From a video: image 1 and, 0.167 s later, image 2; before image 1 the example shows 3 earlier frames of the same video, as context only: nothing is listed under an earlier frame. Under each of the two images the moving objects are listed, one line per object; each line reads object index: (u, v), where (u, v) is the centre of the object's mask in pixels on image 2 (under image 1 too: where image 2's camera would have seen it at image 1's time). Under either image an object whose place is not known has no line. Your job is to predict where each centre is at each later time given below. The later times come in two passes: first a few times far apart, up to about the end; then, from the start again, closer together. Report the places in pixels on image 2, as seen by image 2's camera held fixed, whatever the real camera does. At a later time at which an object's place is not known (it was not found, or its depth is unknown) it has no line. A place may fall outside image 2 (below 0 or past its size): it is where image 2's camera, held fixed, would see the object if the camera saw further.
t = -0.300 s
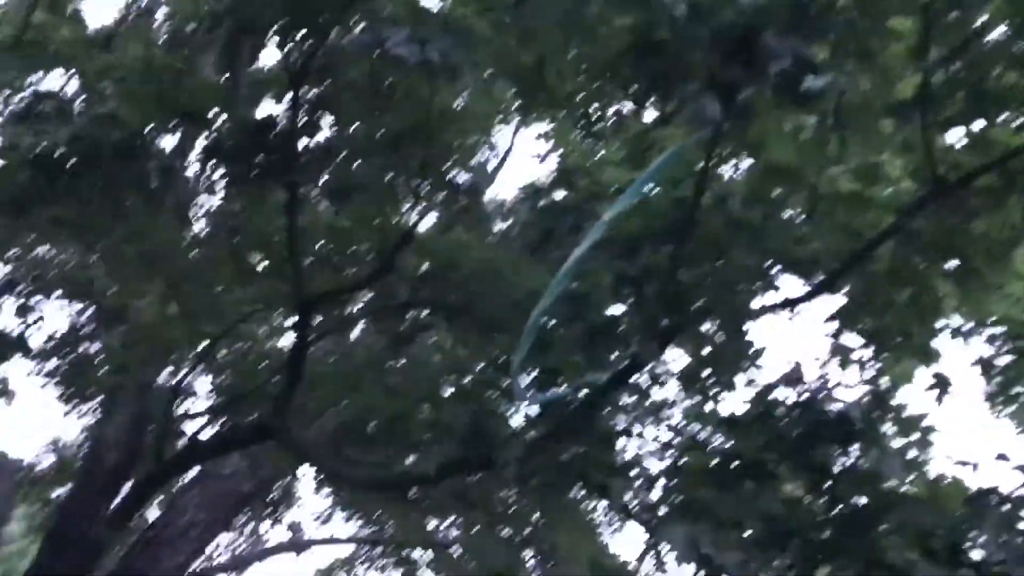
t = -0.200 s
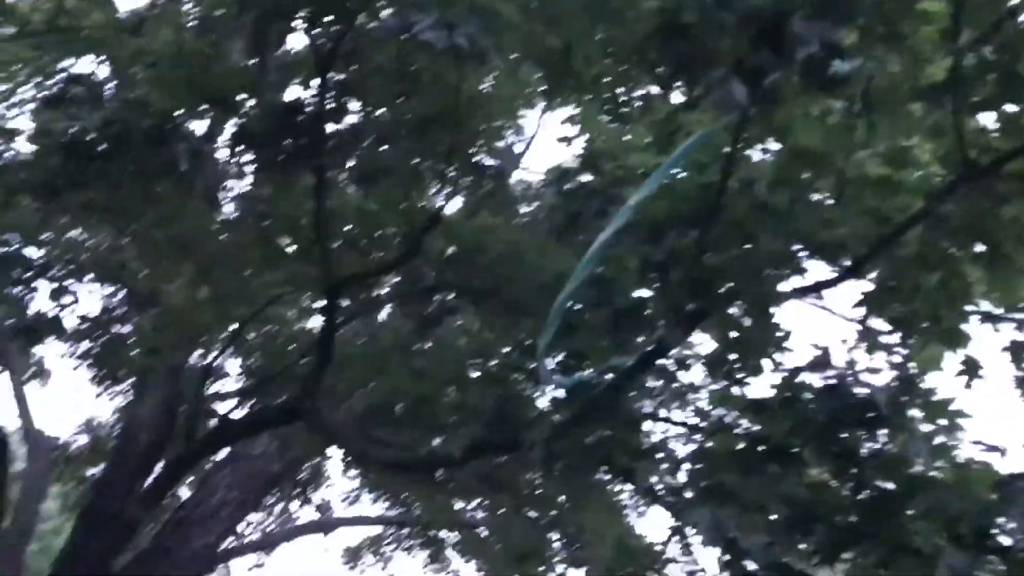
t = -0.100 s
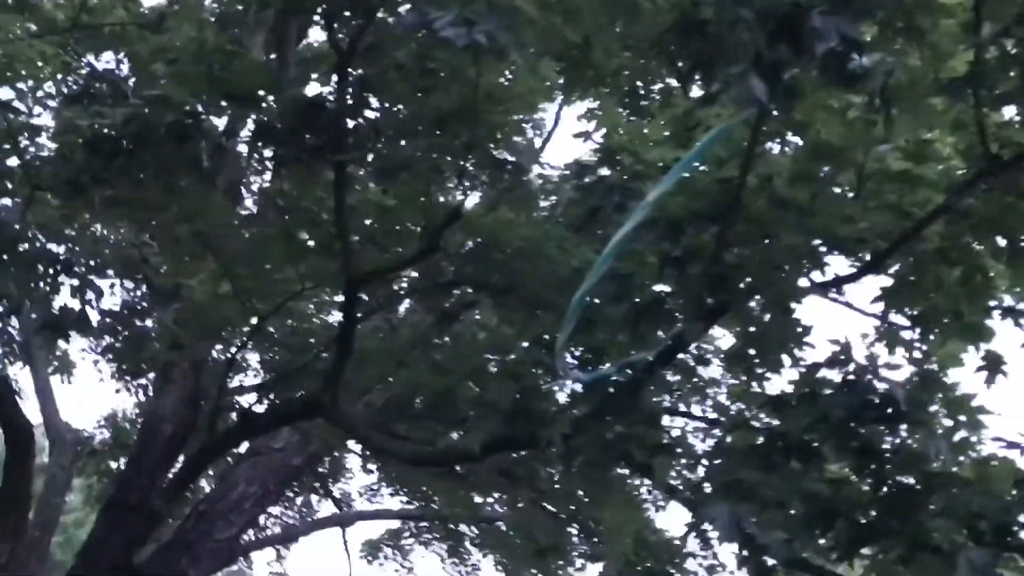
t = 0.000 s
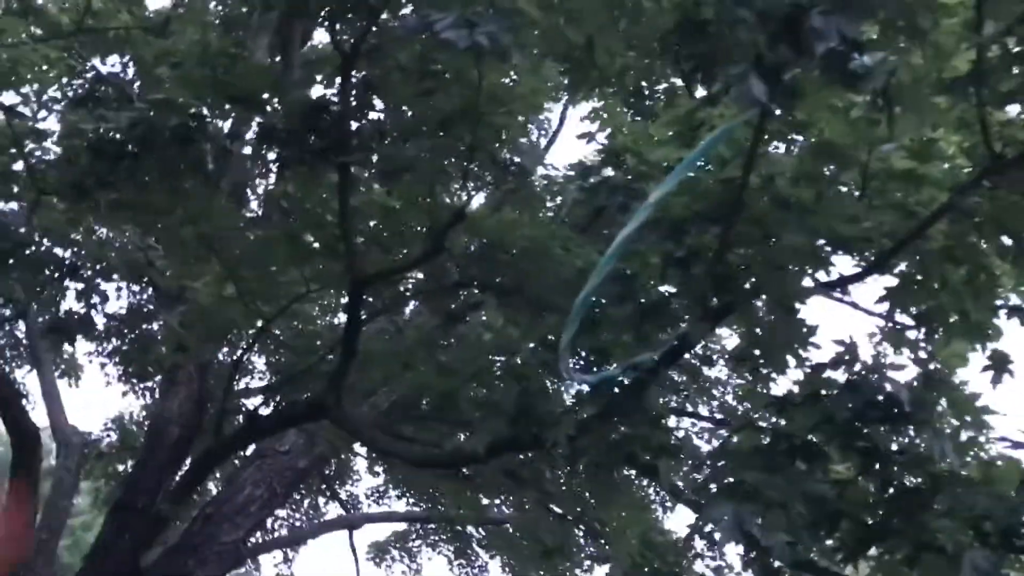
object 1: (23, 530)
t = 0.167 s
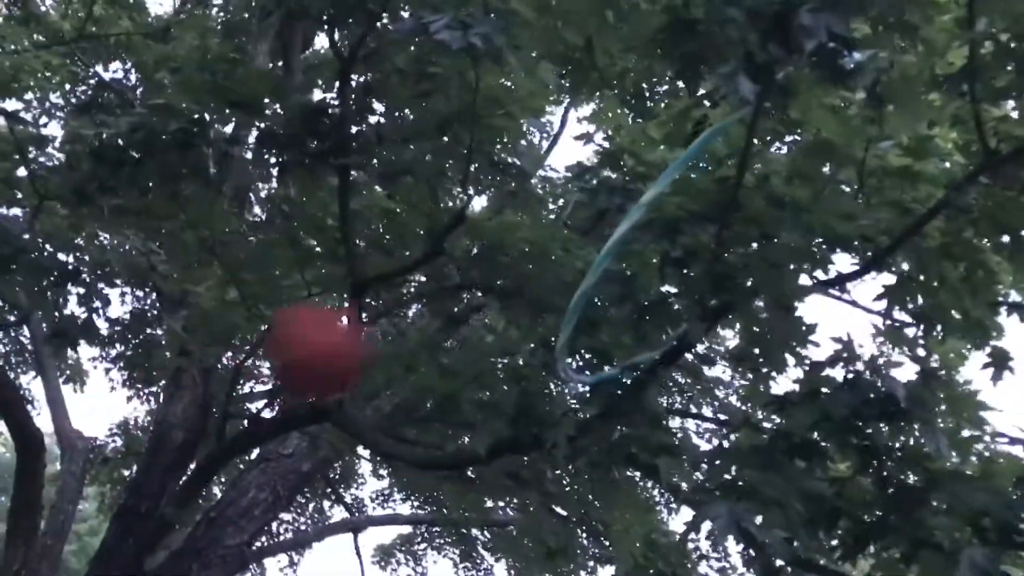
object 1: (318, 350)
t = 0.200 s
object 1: (373, 329)
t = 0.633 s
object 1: (588, 344)
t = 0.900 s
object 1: (414, 586)
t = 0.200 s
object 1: (373, 329)
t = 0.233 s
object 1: (423, 314)
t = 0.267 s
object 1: (472, 300)
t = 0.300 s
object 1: (518, 291)
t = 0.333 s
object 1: (560, 288)
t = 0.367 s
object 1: (593, 295)
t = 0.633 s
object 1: (588, 344)
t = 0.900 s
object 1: (414, 586)
